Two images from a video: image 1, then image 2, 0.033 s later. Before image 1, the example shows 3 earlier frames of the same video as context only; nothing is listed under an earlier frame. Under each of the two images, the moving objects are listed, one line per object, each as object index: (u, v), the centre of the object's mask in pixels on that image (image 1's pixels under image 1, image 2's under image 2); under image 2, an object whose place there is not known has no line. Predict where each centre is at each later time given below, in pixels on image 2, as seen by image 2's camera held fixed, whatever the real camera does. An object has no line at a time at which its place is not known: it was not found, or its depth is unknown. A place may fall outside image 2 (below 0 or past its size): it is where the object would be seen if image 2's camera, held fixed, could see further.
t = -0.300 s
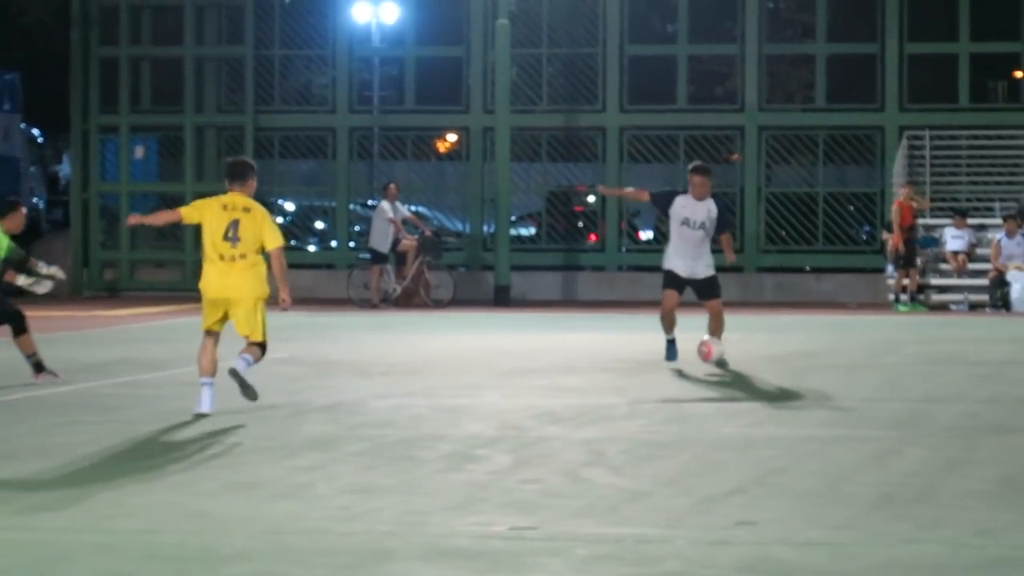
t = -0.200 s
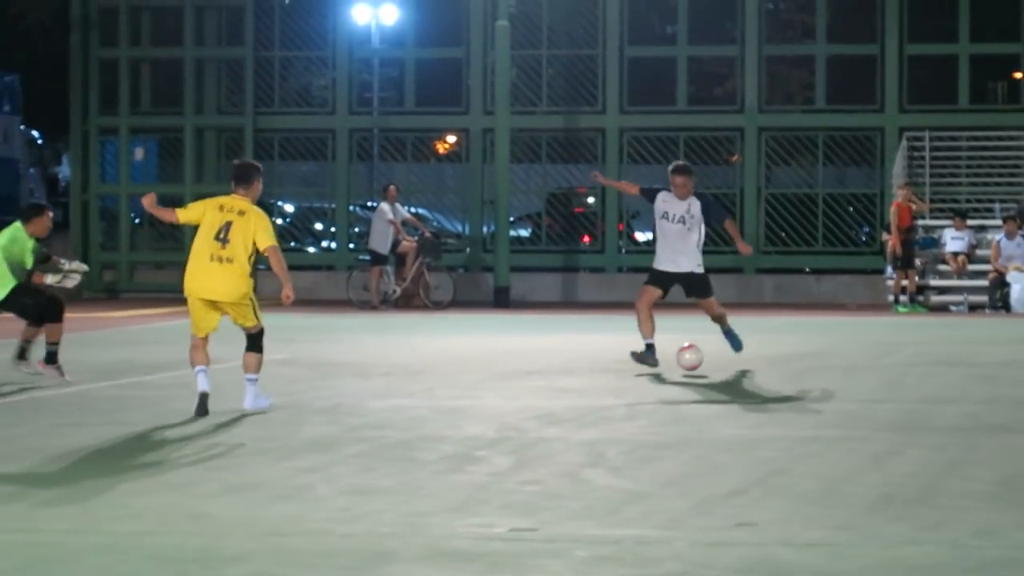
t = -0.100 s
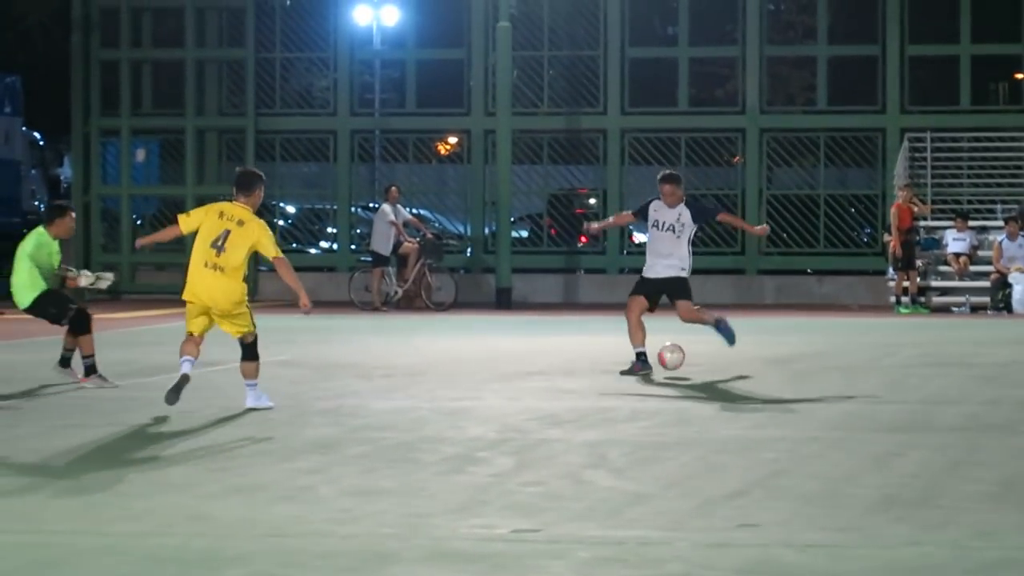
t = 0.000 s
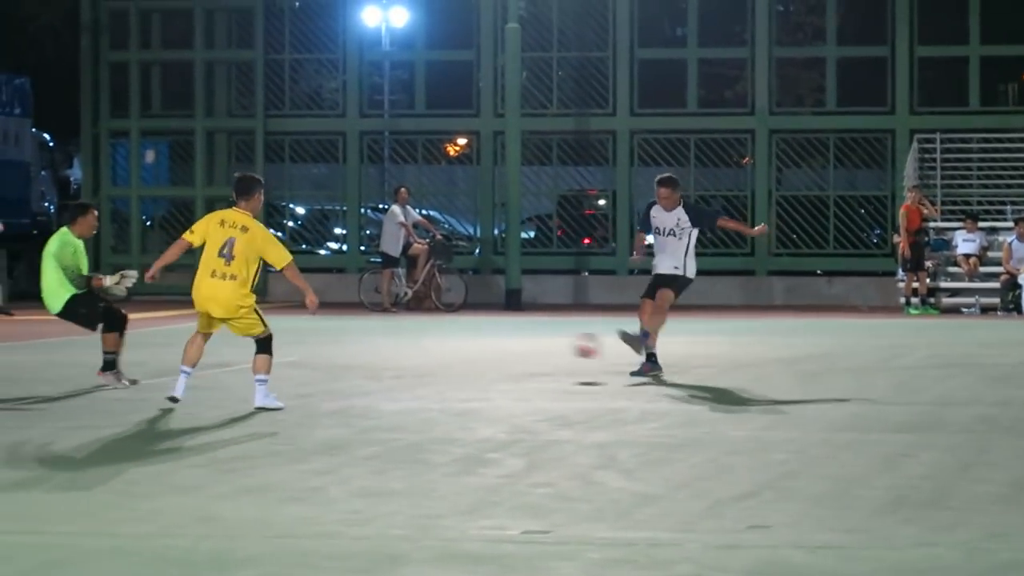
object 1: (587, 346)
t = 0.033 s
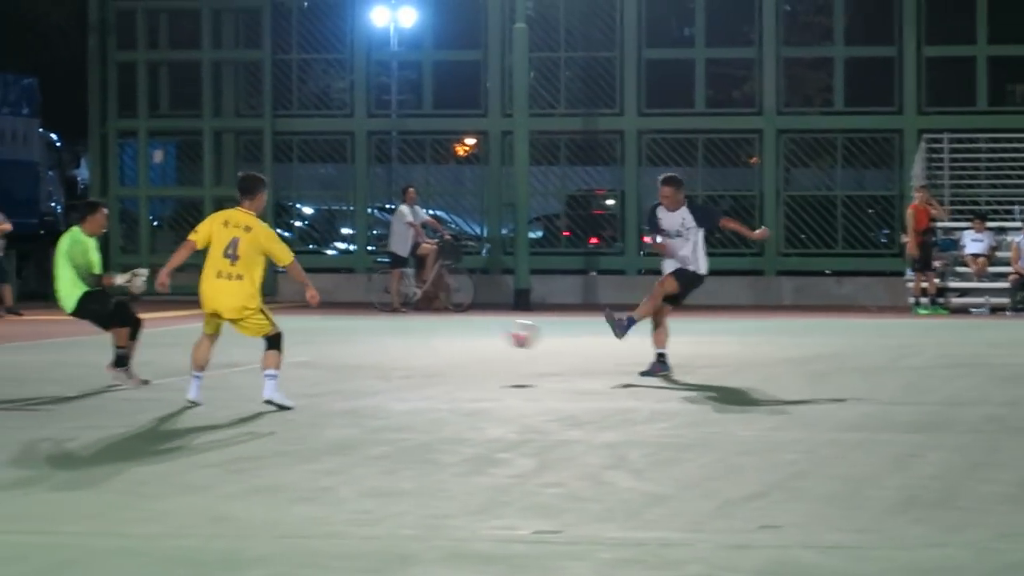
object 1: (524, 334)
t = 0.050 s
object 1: (487, 330)
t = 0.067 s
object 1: (453, 326)
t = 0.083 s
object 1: (422, 322)
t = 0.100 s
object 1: (385, 319)
